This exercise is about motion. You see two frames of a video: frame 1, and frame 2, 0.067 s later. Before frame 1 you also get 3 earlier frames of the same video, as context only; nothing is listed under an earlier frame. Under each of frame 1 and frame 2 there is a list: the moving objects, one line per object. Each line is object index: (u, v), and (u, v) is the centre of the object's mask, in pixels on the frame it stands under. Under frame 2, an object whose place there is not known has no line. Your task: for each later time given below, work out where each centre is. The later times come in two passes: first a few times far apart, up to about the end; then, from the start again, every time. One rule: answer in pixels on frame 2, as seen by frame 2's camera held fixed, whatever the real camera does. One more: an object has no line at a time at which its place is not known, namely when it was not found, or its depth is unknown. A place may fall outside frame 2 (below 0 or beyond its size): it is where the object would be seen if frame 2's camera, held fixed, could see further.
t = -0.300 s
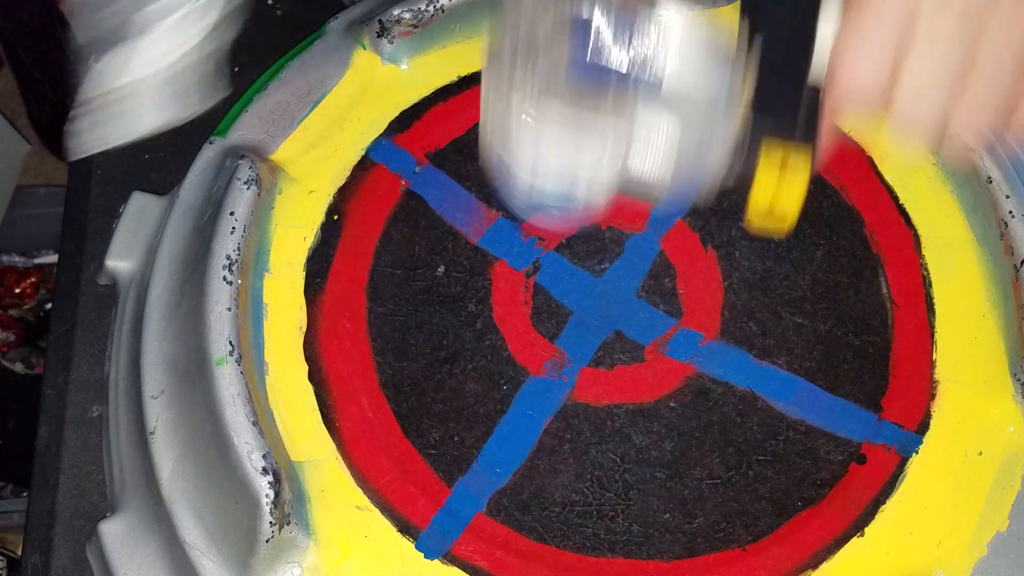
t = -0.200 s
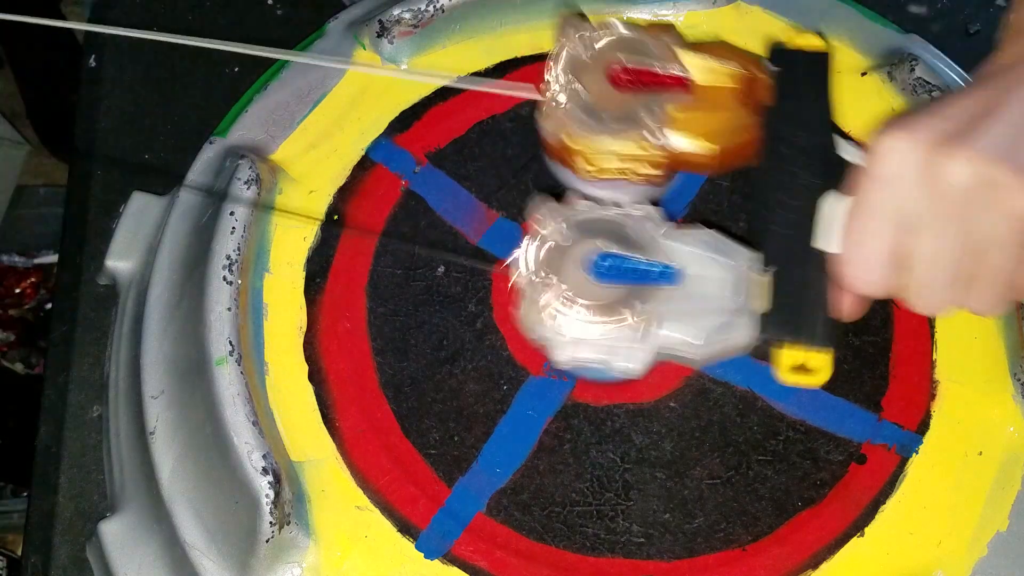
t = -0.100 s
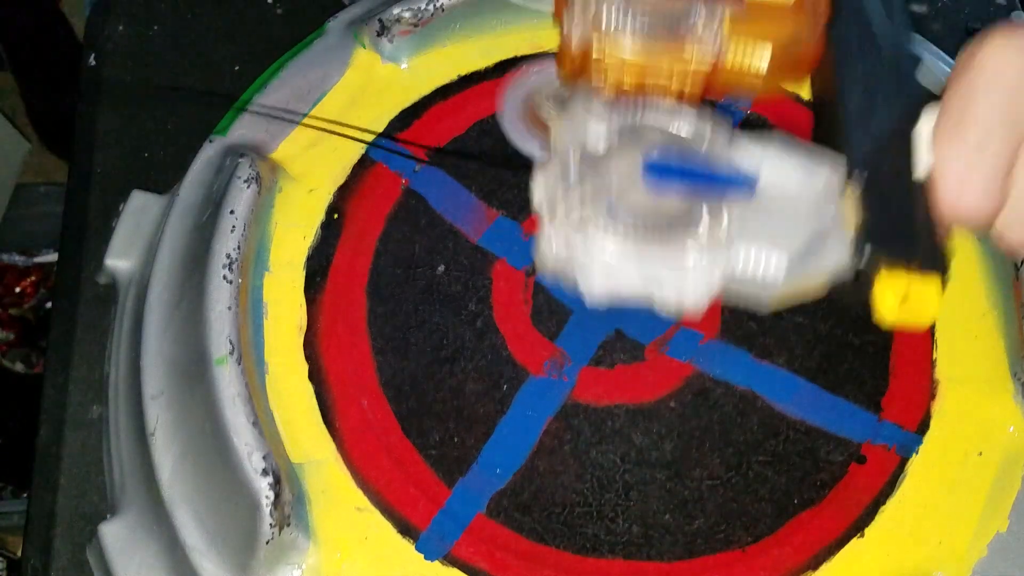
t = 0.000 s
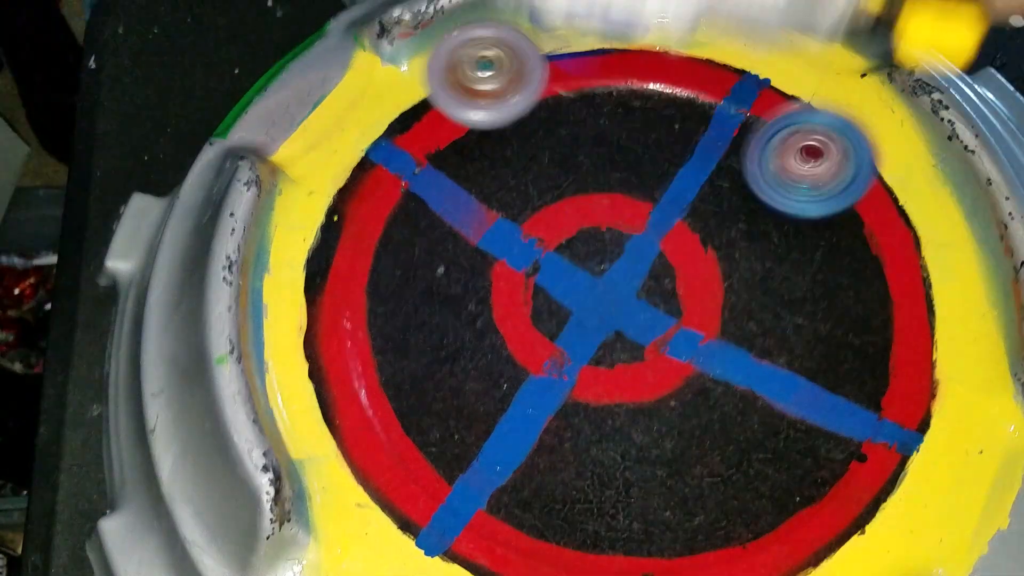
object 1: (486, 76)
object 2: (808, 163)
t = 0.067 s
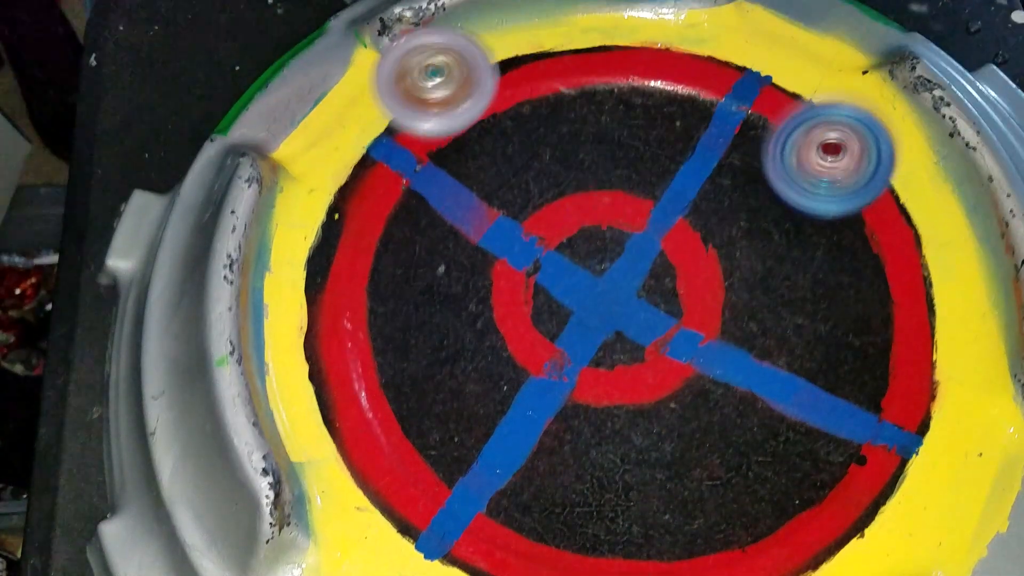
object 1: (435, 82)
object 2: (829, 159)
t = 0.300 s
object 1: (376, 303)
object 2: (655, 313)
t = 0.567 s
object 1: (698, 533)
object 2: (417, 203)
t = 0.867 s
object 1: (821, 274)
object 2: (539, 42)
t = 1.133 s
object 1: (595, 225)
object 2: (708, 116)
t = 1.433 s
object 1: (495, 426)
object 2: (697, 389)
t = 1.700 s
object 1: (526, 496)
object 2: (638, 393)
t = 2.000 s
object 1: (617, 504)
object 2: (630, 141)
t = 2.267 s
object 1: (671, 409)
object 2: (804, 180)
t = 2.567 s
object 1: (521, 263)
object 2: (673, 427)
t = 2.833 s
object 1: (383, 225)
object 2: (553, 412)
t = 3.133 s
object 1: (469, 326)
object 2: (601, 301)
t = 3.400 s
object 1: (542, 330)
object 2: (702, 323)
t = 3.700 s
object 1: (537, 214)
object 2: (666, 394)
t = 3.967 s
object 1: (501, 214)
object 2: (628, 308)
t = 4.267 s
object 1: (532, 250)
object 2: (652, 301)
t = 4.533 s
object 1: (560, 216)
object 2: (674, 315)
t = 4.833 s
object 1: (577, 224)
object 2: (617, 342)
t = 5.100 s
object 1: (609, 229)
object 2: (612, 352)
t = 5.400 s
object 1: (610, 225)
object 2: (578, 339)
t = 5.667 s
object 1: (640, 231)
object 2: (592, 378)
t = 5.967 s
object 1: (631, 258)
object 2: (534, 373)
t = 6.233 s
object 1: (635, 279)
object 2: (517, 351)
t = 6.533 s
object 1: (645, 295)
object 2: (519, 338)
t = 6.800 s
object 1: (639, 288)
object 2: (518, 344)
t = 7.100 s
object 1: (648, 273)
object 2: (564, 375)
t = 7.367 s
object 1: (727, 155)
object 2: (465, 412)
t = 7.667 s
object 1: (594, 231)
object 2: (496, 321)
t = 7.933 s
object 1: (627, 268)
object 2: (484, 365)
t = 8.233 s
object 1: (655, 297)
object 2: (518, 361)
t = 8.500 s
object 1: (668, 290)
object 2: (516, 364)
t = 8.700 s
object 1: (666, 289)
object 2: (508, 353)
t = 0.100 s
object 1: (412, 97)
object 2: (823, 173)
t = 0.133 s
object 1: (393, 117)
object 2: (811, 193)
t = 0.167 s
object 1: (377, 141)
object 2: (792, 221)
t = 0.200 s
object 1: (366, 170)
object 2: (769, 246)
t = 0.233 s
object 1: (361, 207)
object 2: (733, 272)
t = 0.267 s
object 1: (365, 253)
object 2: (696, 294)
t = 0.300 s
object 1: (376, 303)
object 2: (655, 313)
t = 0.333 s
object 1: (397, 351)
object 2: (615, 326)
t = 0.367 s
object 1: (427, 394)
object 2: (576, 332)
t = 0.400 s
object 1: (462, 431)
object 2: (539, 333)
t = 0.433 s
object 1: (500, 475)
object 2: (504, 320)
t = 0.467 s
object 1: (541, 512)
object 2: (477, 297)
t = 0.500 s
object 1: (586, 527)
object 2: (450, 268)
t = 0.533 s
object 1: (641, 533)
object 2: (434, 234)
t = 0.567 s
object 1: (698, 533)
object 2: (417, 203)
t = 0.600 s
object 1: (745, 528)
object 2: (412, 175)
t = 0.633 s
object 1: (786, 518)
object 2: (411, 148)
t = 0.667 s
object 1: (818, 498)
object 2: (417, 121)
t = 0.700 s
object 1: (840, 461)
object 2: (431, 97)
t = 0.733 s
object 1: (853, 420)
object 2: (448, 76)
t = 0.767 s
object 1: (856, 380)
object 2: (468, 58)
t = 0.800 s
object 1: (851, 340)
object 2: (488, 46)
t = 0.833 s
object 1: (839, 305)
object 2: (513, 43)
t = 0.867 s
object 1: (821, 274)
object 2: (539, 42)
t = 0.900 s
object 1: (800, 246)
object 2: (563, 42)
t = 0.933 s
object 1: (776, 223)
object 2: (586, 42)
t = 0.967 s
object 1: (748, 204)
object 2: (609, 43)
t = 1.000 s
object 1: (715, 188)
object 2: (629, 46)
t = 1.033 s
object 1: (683, 179)
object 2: (649, 59)
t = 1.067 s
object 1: (653, 192)
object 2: (668, 70)
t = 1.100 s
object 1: (624, 207)
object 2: (688, 89)
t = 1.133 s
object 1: (595, 225)
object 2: (708, 116)
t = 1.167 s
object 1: (568, 244)
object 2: (720, 147)
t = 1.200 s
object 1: (546, 267)
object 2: (731, 178)
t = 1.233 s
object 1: (529, 293)
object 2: (733, 213)
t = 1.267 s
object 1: (518, 319)
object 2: (728, 249)
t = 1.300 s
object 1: (515, 342)
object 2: (718, 286)
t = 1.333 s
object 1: (518, 365)
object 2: (700, 321)
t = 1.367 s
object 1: (527, 386)
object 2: (676, 352)
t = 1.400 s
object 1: (520, 406)
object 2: (673, 374)
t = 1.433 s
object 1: (495, 426)
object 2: (697, 389)
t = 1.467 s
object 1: (480, 444)
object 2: (711, 401)
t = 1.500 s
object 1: (473, 459)
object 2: (718, 410)
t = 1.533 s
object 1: (475, 473)
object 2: (718, 416)
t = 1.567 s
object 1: (483, 484)
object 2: (709, 417)
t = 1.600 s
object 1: (497, 490)
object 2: (693, 418)
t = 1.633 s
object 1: (514, 492)
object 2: (670, 418)
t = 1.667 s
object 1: (528, 491)
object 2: (644, 412)
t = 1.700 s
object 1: (526, 496)
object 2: (638, 393)
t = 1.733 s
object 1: (530, 494)
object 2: (633, 374)
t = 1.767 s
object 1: (537, 486)
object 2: (627, 353)
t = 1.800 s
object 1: (548, 472)
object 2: (622, 335)
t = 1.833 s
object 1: (561, 455)
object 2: (617, 322)
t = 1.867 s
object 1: (575, 434)
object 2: (613, 310)
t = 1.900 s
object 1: (590, 420)
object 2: (608, 298)
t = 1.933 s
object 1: (596, 449)
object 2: (609, 248)
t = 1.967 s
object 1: (604, 480)
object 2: (619, 190)
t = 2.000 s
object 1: (617, 504)
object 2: (630, 141)
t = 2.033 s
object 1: (631, 515)
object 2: (646, 97)
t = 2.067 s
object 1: (644, 519)
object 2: (665, 61)
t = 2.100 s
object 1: (657, 518)
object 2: (687, 33)
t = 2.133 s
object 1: (665, 510)
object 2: (712, 41)
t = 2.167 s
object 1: (673, 491)
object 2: (735, 70)
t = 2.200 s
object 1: (678, 465)
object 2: (758, 104)
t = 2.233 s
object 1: (678, 438)
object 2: (781, 141)
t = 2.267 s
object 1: (671, 409)
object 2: (804, 180)
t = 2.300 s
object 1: (659, 380)
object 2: (819, 217)
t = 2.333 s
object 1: (643, 352)
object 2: (830, 253)
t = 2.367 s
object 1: (625, 326)
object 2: (834, 290)
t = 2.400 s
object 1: (609, 307)
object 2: (829, 323)
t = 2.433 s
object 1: (592, 290)
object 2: (814, 356)
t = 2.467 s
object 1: (573, 277)
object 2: (786, 384)
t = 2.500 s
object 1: (556, 268)
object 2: (750, 407)
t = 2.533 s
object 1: (538, 264)
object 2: (713, 420)
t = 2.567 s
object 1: (521, 263)
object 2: (673, 427)
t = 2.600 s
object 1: (504, 266)
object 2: (633, 426)
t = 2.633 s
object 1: (489, 272)
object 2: (597, 419)
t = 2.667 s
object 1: (474, 278)
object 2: (566, 408)
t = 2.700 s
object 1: (461, 285)
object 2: (539, 390)
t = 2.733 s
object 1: (440, 269)
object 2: (539, 399)
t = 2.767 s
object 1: (418, 251)
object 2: (543, 411)
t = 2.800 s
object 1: (398, 235)
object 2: (549, 415)
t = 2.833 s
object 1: (383, 225)
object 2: (553, 412)
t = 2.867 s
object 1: (371, 220)
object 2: (555, 406)
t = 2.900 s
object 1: (365, 221)
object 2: (555, 392)
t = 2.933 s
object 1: (370, 230)
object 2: (556, 376)
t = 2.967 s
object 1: (381, 244)
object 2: (562, 360)
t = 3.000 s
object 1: (395, 261)
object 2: (569, 344)
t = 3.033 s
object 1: (412, 279)
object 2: (580, 331)
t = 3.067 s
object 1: (430, 296)
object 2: (586, 319)
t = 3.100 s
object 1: (450, 312)
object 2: (594, 309)
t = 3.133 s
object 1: (469, 326)
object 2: (601, 301)
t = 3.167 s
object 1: (486, 339)
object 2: (608, 294)
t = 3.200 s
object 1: (496, 349)
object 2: (621, 289)
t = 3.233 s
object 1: (507, 356)
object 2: (632, 287)
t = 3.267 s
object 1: (519, 358)
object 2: (641, 289)
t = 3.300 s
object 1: (531, 355)
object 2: (648, 296)
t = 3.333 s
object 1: (538, 349)
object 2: (662, 306)
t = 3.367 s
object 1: (540, 341)
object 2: (684, 313)
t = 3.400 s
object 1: (542, 330)
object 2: (702, 323)
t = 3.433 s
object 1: (544, 316)
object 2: (717, 337)
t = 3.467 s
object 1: (546, 300)
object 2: (729, 354)
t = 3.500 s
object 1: (547, 285)
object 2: (734, 370)
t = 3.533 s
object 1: (548, 270)
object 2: (732, 387)
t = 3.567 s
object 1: (547, 256)
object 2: (723, 398)
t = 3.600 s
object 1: (545, 242)
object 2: (710, 403)
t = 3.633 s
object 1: (543, 229)
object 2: (697, 403)
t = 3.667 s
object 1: (540, 220)
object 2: (682, 401)
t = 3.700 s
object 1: (537, 214)
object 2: (666, 394)
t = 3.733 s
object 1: (534, 210)
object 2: (652, 387)
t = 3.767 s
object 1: (530, 206)
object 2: (639, 379)
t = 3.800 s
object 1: (524, 203)
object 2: (631, 370)
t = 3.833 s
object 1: (517, 200)
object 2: (624, 359)
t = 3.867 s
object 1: (511, 200)
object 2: (622, 349)
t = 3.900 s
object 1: (506, 201)
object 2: (623, 337)
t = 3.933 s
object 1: (503, 206)
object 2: (625, 322)
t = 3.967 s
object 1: (501, 214)
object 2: (628, 308)
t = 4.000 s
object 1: (498, 224)
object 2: (631, 298)
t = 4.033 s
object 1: (496, 232)
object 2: (634, 292)
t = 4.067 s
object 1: (495, 240)
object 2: (637, 290)
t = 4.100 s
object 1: (496, 246)
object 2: (638, 292)
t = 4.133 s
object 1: (499, 251)
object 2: (637, 294)
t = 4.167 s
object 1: (507, 254)
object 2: (635, 295)
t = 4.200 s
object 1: (514, 253)
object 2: (640, 297)
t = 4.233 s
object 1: (522, 253)
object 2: (646, 299)
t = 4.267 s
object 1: (532, 250)
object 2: (652, 301)
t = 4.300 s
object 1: (534, 244)
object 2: (665, 309)
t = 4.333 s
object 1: (535, 239)
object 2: (676, 317)
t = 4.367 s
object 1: (537, 233)
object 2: (680, 324)
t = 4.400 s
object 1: (540, 227)
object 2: (681, 328)
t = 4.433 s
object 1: (541, 223)
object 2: (683, 328)
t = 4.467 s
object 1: (543, 219)
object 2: (683, 324)
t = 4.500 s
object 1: (550, 216)
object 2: (680, 320)
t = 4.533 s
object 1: (560, 216)
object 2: (674, 315)
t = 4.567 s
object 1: (569, 218)
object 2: (663, 312)
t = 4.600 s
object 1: (575, 220)
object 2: (658, 313)
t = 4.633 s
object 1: (575, 218)
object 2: (656, 318)
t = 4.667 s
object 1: (574, 216)
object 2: (651, 324)
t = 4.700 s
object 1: (573, 217)
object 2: (642, 326)
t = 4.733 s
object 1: (573, 220)
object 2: (635, 329)
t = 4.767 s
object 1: (573, 223)
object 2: (628, 333)
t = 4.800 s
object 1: (574, 226)
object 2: (623, 336)
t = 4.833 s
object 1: (577, 224)
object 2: (617, 342)
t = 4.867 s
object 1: (583, 224)
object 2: (609, 343)
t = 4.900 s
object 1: (590, 228)
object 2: (604, 345)
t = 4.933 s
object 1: (596, 230)
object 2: (601, 349)
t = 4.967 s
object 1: (602, 225)
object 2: (601, 357)
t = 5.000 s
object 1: (608, 223)
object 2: (602, 361)
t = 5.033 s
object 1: (610, 224)
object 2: (605, 362)
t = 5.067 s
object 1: (610, 226)
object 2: (610, 359)
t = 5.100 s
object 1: (609, 229)
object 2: (612, 352)
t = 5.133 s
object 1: (606, 230)
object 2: (614, 345)
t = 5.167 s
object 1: (605, 223)
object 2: (613, 344)
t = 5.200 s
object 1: (604, 219)
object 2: (610, 344)
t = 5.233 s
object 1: (602, 215)
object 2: (603, 346)
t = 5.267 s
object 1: (601, 212)
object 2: (595, 348)
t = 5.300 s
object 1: (600, 212)
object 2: (588, 347)
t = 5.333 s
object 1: (602, 213)
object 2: (582, 345)
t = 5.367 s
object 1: (606, 218)
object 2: (579, 342)
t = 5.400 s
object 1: (610, 225)
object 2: (578, 339)
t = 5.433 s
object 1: (615, 228)
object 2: (581, 344)
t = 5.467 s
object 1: (624, 230)
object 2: (587, 350)
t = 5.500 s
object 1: (630, 234)
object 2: (591, 353)
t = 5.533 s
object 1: (634, 239)
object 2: (593, 353)
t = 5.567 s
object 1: (636, 245)
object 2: (594, 356)
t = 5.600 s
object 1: (638, 239)
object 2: (593, 367)
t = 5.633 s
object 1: (640, 233)
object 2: (593, 375)
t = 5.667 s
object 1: (640, 231)
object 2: (592, 378)
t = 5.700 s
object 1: (638, 231)
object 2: (588, 376)
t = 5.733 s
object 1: (636, 232)
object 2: (582, 376)
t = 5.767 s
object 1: (634, 236)
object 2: (576, 376)
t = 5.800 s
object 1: (631, 242)
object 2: (569, 373)
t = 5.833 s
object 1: (627, 250)
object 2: (563, 369)
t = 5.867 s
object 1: (623, 259)
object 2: (559, 364)
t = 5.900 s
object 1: (622, 264)
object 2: (552, 365)
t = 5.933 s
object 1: (627, 260)
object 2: (541, 370)
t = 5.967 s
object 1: (631, 258)
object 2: (534, 373)
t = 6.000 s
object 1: (632, 256)
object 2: (529, 374)
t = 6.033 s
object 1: (633, 257)
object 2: (527, 372)
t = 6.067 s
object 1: (631, 260)
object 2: (528, 368)
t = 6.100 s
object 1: (629, 263)
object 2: (529, 363)
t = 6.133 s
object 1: (627, 266)
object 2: (531, 356)
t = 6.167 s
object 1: (627, 272)
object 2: (533, 349)
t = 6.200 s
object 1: (632, 277)
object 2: (525, 350)
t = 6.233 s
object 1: (635, 279)
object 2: (517, 351)
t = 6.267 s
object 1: (637, 282)
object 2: (512, 352)
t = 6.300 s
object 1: (636, 285)
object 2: (510, 352)
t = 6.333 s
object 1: (635, 287)
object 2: (508, 350)
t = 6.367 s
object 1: (633, 287)
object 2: (509, 348)
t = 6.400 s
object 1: (632, 288)
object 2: (512, 345)
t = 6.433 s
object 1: (633, 291)
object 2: (515, 342)
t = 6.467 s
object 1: (637, 293)
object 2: (518, 341)
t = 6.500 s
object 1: (643, 294)
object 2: (518, 339)
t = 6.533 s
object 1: (645, 295)
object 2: (519, 338)
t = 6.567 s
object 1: (644, 296)
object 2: (522, 337)
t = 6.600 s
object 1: (646, 295)
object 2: (519, 337)
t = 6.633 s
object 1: (646, 295)
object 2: (517, 338)
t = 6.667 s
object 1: (644, 294)
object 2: (517, 339)
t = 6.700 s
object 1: (639, 294)
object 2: (520, 340)
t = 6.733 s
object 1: (640, 292)
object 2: (517, 341)
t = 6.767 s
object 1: (641, 289)
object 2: (516, 342)
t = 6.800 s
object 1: (639, 288)
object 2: (518, 344)
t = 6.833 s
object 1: (635, 286)
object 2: (523, 346)
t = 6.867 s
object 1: (637, 284)
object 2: (526, 349)
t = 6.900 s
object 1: (638, 281)
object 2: (531, 351)
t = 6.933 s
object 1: (638, 280)
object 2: (538, 353)
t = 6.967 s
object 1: (640, 277)
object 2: (540, 359)
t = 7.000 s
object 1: (646, 272)
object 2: (538, 369)
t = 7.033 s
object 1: (650, 271)
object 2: (543, 376)
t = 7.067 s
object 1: (650, 272)
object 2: (551, 380)
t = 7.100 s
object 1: (648, 273)
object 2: (564, 375)
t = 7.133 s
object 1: (647, 272)
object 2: (568, 375)
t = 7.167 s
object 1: (677, 242)
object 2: (543, 401)
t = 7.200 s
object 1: (703, 216)
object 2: (522, 420)
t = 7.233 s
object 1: (721, 195)
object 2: (507, 430)
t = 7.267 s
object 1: (732, 179)
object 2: (494, 434)
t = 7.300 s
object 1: (736, 167)
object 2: (484, 431)
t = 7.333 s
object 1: (734, 159)
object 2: (475, 424)
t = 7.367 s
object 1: (727, 155)
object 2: (465, 412)
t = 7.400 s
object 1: (714, 155)
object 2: (460, 404)
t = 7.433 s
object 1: (699, 159)
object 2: (456, 394)
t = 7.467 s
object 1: (682, 166)
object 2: (456, 384)
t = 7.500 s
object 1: (665, 175)
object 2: (458, 374)
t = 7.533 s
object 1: (649, 186)
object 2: (463, 363)
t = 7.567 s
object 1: (635, 197)
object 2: (470, 353)
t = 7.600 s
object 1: (620, 209)
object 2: (477, 343)
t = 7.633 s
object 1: (606, 221)
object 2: (487, 332)
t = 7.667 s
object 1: (594, 231)
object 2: (496, 321)
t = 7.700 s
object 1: (589, 238)
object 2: (493, 321)
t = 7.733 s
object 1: (600, 236)
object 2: (478, 336)
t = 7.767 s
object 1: (608, 236)
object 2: (470, 348)
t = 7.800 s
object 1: (615, 239)
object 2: (468, 357)
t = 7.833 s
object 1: (620, 245)
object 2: (468, 362)
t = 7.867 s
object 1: (623, 252)
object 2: (472, 365)
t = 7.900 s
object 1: (626, 260)
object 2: (477, 366)
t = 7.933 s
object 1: (627, 268)
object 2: (484, 365)
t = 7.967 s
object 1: (628, 276)
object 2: (492, 364)
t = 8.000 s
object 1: (629, 283)
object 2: (500, 361)
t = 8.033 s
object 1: (629, 289)
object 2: (509, 357)
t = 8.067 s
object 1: (629, 295)
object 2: (517, 355)
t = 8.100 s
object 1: (630, 297)
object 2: (519, 353)
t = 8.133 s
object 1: (638, 295)
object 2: (515, 354)
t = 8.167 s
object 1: (647, 294)
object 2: (512, 356)
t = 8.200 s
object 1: (653, 295)
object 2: (514, 359)
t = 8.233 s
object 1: (655, 297)
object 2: (518, 361)
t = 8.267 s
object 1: (655, 299)
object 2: (523, 361)
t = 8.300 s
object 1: (652, 300)
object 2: (529, 359)
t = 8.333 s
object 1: (649, 302)
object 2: (535, 358)
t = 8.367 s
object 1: (655, 296)
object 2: (527, 360)
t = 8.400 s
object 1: (662, 292)
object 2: (521, 363)
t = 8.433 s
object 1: (666, 290)
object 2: (516, 365)
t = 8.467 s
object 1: (668, 290)
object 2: (515, 365)
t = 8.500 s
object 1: (668, 290)
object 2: (516, 364)
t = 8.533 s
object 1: (665, 291)
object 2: (519, 362)
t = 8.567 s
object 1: (662, 293)
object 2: (525, 358)
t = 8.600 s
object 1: (657, 295)
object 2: (531, 354)
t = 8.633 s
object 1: (653, 296)
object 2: (534, 353)
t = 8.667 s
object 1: (662, 291)
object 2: (517, 353)
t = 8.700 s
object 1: (666, 289)
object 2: (508, 353)
